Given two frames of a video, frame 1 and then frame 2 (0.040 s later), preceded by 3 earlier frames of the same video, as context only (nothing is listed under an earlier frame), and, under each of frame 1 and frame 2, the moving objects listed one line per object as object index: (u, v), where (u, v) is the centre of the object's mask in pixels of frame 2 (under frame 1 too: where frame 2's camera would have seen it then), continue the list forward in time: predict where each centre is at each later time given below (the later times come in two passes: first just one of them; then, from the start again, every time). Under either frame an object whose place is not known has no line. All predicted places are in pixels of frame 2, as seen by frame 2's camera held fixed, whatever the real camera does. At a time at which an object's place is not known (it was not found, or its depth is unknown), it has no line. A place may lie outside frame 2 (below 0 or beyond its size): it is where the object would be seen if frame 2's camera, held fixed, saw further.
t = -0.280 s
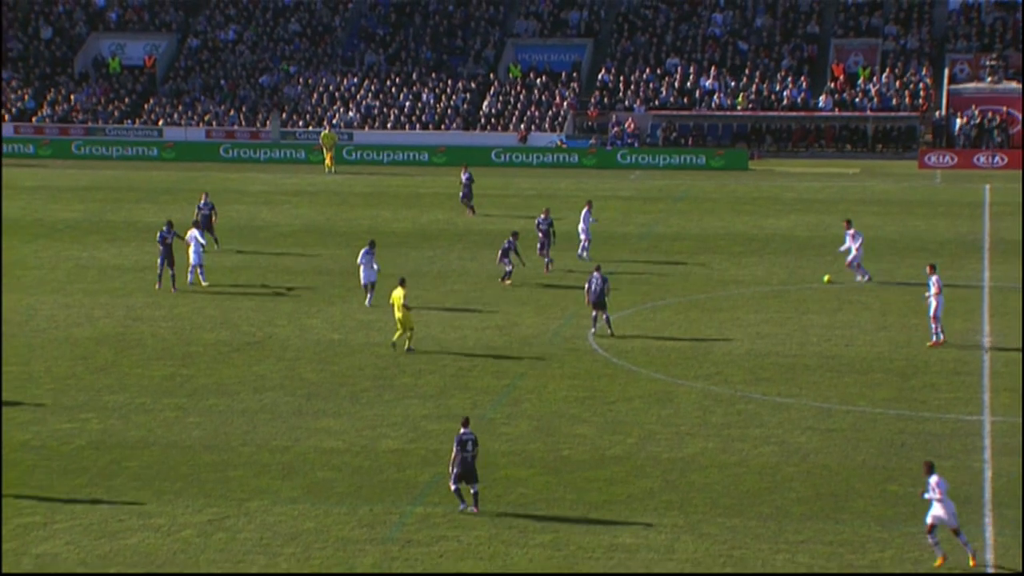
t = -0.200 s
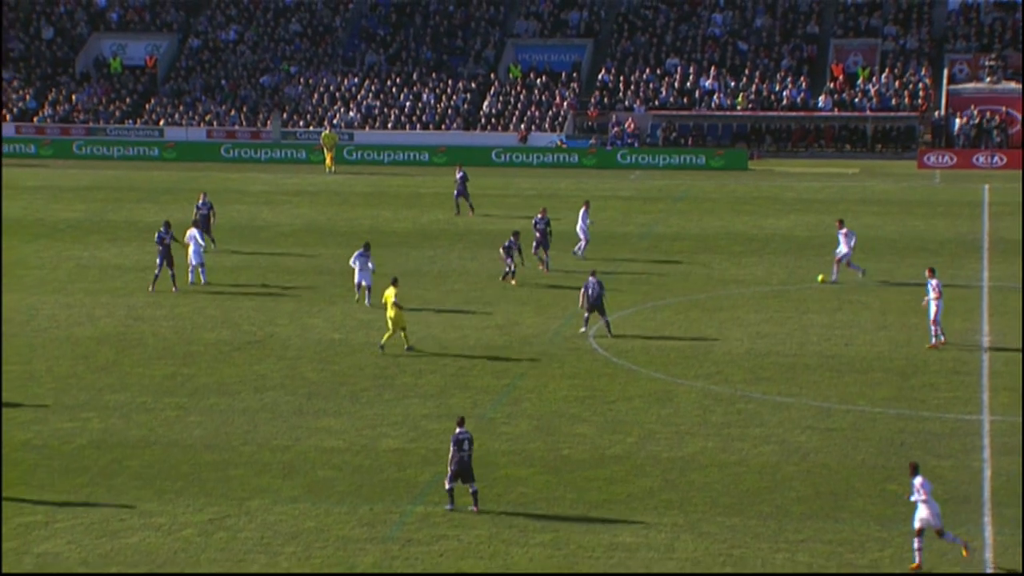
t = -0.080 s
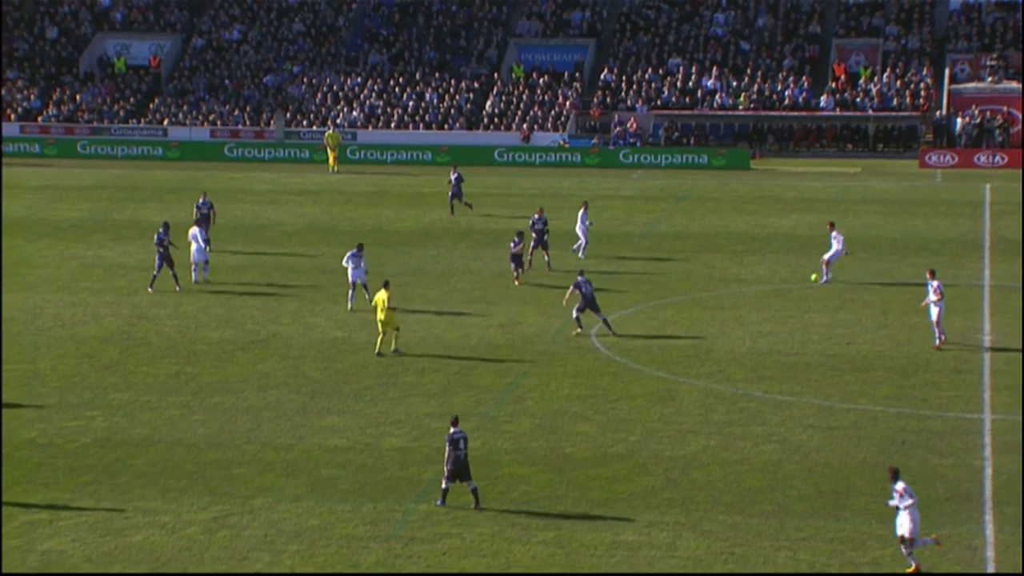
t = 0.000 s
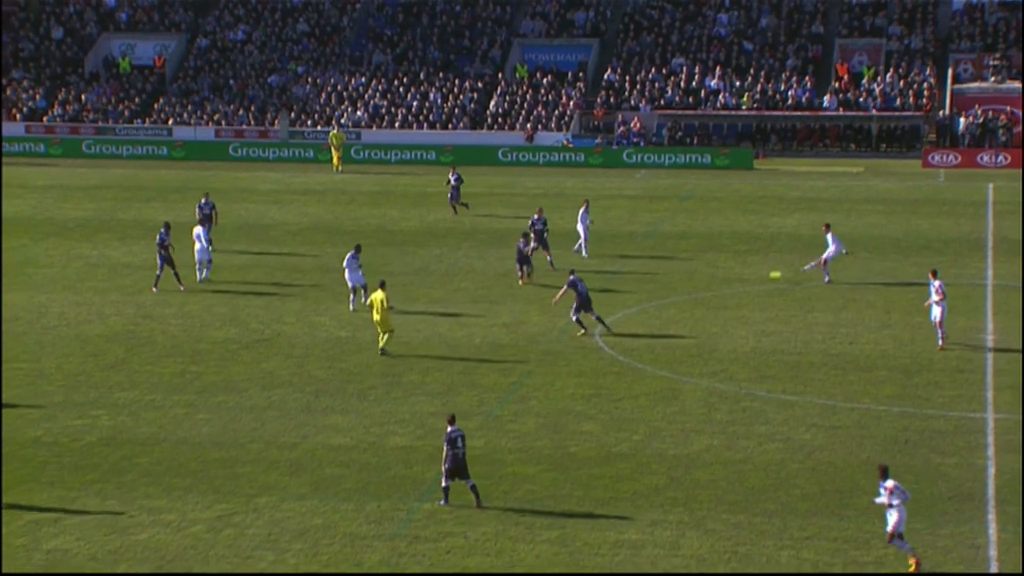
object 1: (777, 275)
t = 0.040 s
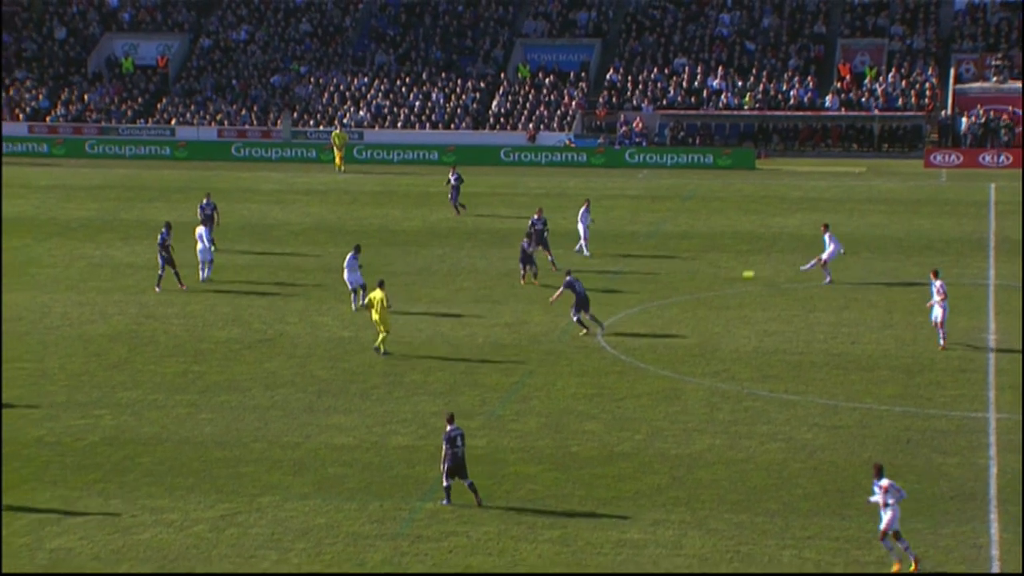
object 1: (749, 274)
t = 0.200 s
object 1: (632, 277)
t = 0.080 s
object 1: (719, 274)
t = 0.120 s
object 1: (690, 275)
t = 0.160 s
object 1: (661, 276)
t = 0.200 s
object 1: (632, 277)
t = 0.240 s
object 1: (604, 280)
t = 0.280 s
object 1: (575, 283)
